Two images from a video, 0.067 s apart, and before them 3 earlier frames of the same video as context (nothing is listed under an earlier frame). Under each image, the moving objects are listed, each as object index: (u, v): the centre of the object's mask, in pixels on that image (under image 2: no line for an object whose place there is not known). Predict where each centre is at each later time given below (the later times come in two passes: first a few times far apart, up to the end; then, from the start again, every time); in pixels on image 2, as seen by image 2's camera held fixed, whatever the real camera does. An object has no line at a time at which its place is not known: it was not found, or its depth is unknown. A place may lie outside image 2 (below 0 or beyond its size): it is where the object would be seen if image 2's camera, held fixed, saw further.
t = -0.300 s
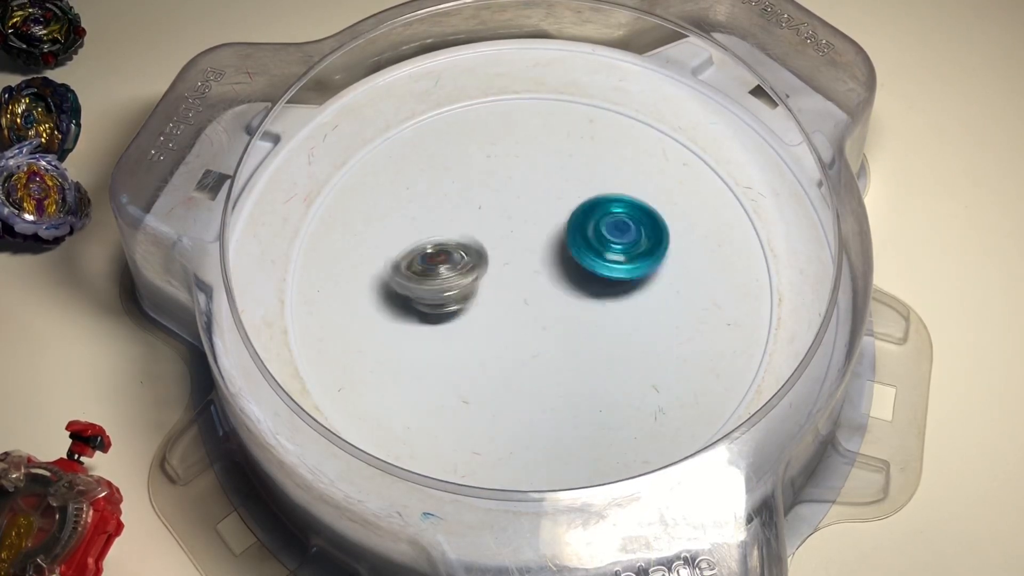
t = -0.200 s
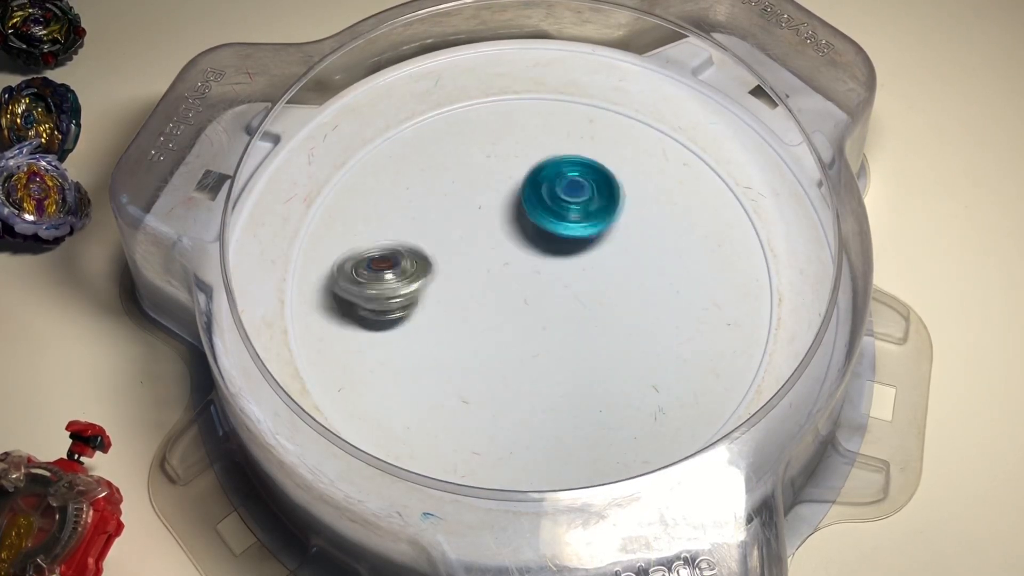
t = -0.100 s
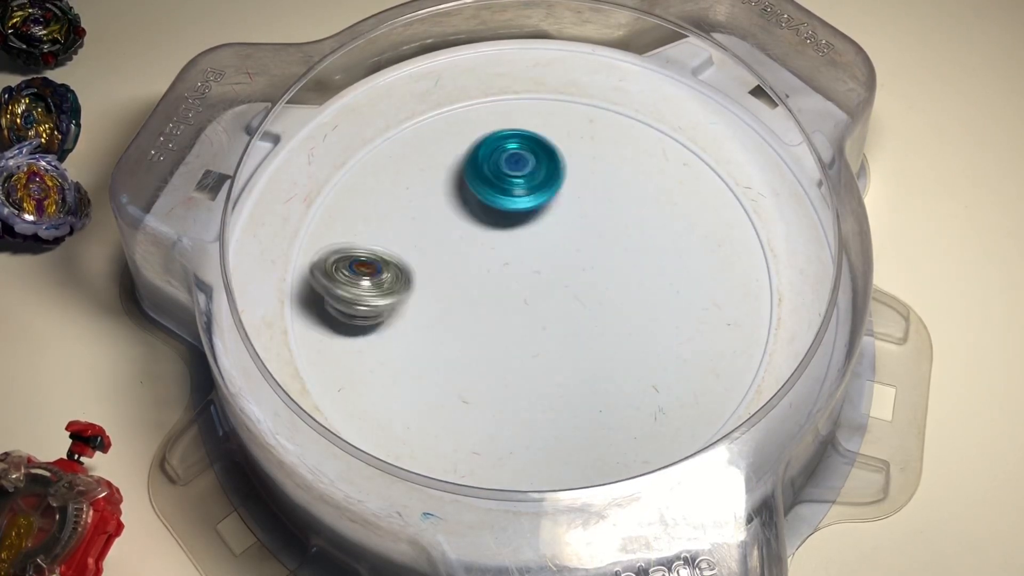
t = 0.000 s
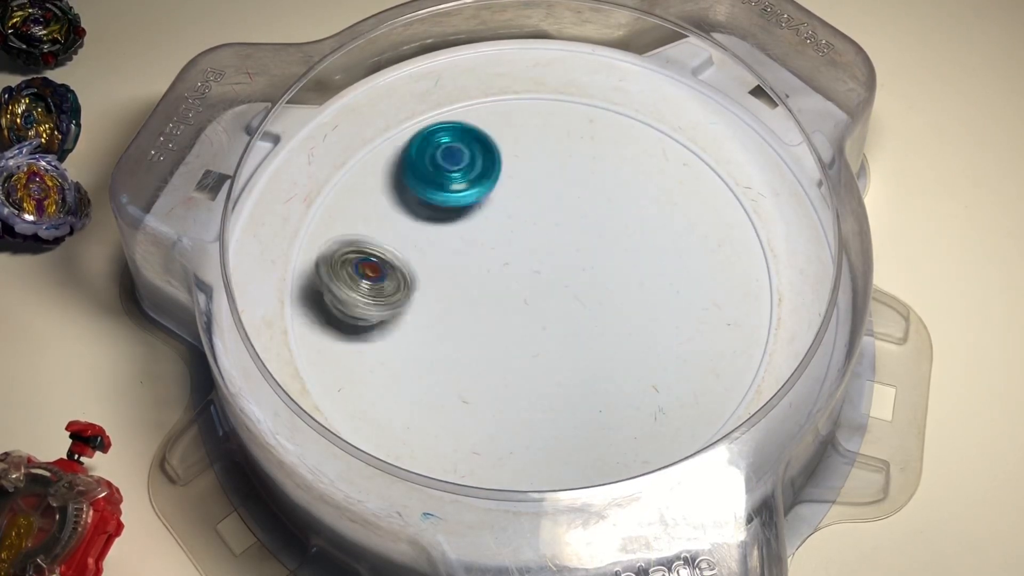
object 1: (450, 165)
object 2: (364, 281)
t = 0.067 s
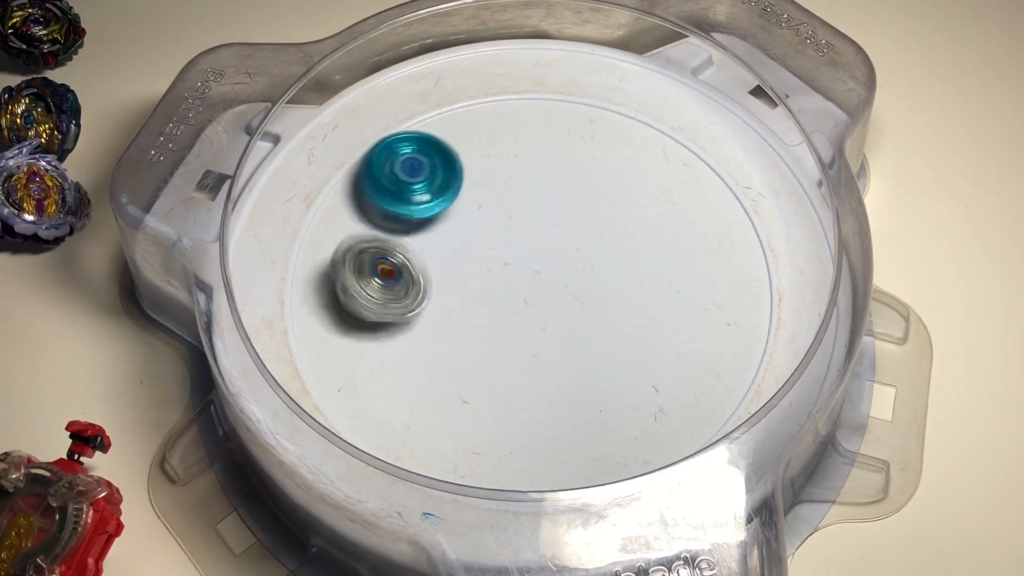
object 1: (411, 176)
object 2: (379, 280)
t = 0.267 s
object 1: (360, 239)
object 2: (464, 307)
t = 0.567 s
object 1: (536, 268)
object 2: (661, 337)
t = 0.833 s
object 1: (614, 154)
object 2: (635, 344)
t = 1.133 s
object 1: (504, 166)
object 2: (520, 269)
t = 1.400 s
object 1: (485, 215)
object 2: (463, 351)
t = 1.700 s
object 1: (649, 274)
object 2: (520, 327)
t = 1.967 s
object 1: (658, 204)
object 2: (530, 314)
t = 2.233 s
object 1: (567, 247)
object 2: (468, 282)
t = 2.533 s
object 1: (586, 293)
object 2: (412, 272)
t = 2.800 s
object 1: (570, 296)
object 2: (441, 293)
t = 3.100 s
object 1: (542, 318)
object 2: (447, 274)
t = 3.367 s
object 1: (549, 284)
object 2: (448, 273)
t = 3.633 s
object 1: (534, 264)
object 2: (443, 275)
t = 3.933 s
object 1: (540, 265)
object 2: (441, 272)
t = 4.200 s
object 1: (570, 265)
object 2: (467, 278)
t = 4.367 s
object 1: (563, 260)
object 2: (477, 302)
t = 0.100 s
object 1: (394, 186)
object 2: (389, 277)
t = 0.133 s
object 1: (383, 190)
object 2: (398, 285)
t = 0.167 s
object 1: (373, 199)
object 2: (411, 291)
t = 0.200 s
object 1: (367, 212)
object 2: (426, 293)
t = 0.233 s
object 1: (363, 230)
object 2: (440, 295)
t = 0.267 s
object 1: (360, 239)
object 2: (464, 307)
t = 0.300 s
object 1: (361, 250)
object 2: (492, 321)
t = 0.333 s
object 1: (371, 264)
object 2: (523, 328)
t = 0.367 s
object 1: (388, 275)
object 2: (554, 332)
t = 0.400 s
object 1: (410, 285)
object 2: (584, 339)
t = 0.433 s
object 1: (436, 290)
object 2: (612, 335)
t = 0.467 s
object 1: (463, 289)
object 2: (632, 338)
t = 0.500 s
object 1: (489, 285)
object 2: (649, 336)
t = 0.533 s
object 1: (513, 278)
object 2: (657, 338)
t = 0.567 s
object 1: (536, 268)
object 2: (661, 337)
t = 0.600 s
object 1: (556, 256)
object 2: (664, 337)
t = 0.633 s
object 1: (571, 243)
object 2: (666, 337)
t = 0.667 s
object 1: (585, 229)
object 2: (665, 339)
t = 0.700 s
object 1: (596, 214)
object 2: (662, 341)
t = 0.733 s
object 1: (605, 200)
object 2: (657, 344)
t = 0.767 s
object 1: (611, 185)
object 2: (650, 345)
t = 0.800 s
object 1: (614, 170)
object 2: (642, 345)
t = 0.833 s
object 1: (614, 154)
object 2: (635, 344)
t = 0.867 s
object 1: (610, 140)
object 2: (628, 341)
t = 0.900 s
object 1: (603, 127)
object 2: (619, 336)
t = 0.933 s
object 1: (590, 118)
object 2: (608, 327)
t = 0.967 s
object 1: (574, 114)
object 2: (595, 318)
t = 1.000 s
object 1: (556, 117)
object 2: (582, 307)
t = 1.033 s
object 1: (539, 126)
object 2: (567, 296)
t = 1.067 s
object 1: (524, 142)
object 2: (551, 282)
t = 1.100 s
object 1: (512, 161)
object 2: (536, 268)
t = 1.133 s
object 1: (504, 166)
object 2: (520, 269)
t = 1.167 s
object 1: (497, 152)
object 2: (505, 294)
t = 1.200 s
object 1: (491, 146)
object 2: (498, 317)
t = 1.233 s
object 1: (485, 146)
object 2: (483, 332)
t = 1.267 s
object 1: (478, 154)
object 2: (474, 343)
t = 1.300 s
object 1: (472, 167)
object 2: (470, 348)
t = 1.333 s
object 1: (471, 182)
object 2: (465, 353)
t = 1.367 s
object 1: (476, 198)
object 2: (461, 353)
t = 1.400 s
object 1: (485, 215)
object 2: (463, 351)
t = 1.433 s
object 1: (497, 232)
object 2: (471, 350)
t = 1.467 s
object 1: (514, 246)
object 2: (479, 350)
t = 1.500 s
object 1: (532, 258)
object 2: (489, 348)
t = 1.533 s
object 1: (552, 267)
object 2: (495, 345)
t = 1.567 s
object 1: (572, 273)
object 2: (501, 340)
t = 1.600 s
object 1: (592, 277)
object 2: (505, 334)
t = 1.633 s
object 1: (612, 278)
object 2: (511, 332)
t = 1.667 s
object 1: (631, 276)
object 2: (514, 331)
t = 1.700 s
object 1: (649, 274)
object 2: (520, 327)
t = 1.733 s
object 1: (664, 268)
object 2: (525, 327)
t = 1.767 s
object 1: (679, 261)
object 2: (528, 325)
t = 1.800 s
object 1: (690, 251)
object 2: (529, 323)
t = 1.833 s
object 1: (696, 239)
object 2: (528, 322)
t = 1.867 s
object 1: (696, 227)
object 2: (527, 321)
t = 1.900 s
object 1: (689, 216)
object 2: (527, 319)
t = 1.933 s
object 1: (676, 208)
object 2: (528, 315)
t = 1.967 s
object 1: (658, 204)
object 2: (530, 314)
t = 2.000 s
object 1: (637, 205)
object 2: (532, 311)
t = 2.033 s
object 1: (614, 211)
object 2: (533, 308)
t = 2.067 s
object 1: (593, 219)
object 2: (534, 303)
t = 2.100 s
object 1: (577, 229)
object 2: (532, 300)
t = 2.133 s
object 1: (571, 232)
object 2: (514, 300)
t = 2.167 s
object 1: (570, 236)
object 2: (498, 294)
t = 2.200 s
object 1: (568, 241)
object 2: (482, 288)
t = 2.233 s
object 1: (567, 247)
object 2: (468, 282)
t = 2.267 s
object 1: (567, 253)
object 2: (452, 278)
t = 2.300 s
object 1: (569, 260)
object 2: (440, 273)
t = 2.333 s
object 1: (570, 266)
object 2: (429, 271)
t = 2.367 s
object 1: (573, 272)
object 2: (418, 269)
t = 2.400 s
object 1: (576, 278)
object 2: (410, 270)
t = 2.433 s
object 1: (579, 283)
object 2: (406, 271)
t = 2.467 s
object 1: (582, 286)
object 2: (405, 271)
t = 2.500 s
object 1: (585, 290)
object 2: (407, 271)
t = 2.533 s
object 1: (586, 293)
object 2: (412, 272)
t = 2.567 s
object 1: (588, 295)
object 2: (417, 275)
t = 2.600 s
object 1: (589, 296)
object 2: (423, 280)
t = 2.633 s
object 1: (589, 297)
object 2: (428, 285)
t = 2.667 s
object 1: (587, 297)
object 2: (432, 291)
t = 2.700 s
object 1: (585, 296)
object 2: (435, 295)
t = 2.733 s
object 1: (581, 296)
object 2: (436, 297)
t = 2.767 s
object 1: (576, 296)
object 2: (438, 296)
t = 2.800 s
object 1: (570, 296)
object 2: (441, 293)
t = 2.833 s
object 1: (565, 296)
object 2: (443, 289)
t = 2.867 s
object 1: (558, 296)
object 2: (445, 284)
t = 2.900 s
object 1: (550, 297)
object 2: (446, 279)
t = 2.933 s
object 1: (543, 300)
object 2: (446, 275)
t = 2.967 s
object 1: (536, 303)
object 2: (444, 272)
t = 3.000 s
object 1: (531, 306)
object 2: (443, 271)
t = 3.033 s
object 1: (532, 312)
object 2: (443, 272)
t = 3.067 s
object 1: (536, 316)
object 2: (445, 273)
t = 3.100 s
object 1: (542, 318)
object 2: (447, 274)
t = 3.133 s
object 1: (547, 319)
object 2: (447, 275)
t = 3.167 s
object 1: (552, 317)
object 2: (447, 274)
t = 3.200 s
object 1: (555, 314)
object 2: (447, 272)
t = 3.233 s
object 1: (557, 310)
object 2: (447, 272)
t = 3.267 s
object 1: (559, 303)
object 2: (447, 274)
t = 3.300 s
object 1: (558, 297)
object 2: (448, 274)
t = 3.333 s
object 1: (554, 290)
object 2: (448, 274)
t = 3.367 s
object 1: (549, 284)
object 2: (448, 273)
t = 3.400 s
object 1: (542, 278)
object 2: (447, 272)
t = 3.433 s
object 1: (535, 273)
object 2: (446, 273)
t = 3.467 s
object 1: (530, 271)
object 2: (443, 273)
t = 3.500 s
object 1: (530, 270)
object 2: (440, 273)
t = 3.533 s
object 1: (532, 269)
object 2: (440, 272)
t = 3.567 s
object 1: (533, 267)
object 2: (441, 274)
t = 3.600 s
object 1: (533, 266)
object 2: (442, 275)
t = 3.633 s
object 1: (534, 264)
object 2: (443, 275)
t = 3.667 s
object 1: (535, 263)
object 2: (444, 276)
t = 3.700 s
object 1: (534, 262)
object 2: (444, 276)
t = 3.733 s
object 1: (534, 261)
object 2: (444, 276)
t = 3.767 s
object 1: (534, 260)
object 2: (444, 276)
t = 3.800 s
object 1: (533, 259)
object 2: (444, 275)
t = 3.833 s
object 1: (532, 260)
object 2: (444, 274)
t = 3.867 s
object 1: (532, 260)
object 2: (443, 274)
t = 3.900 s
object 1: (535, 262)
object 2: (442, 274)
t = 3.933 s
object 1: (540, 265)
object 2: (441, 272)
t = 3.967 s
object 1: (544, 267)
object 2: (442, 271)
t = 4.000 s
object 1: (548, 268)
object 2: (446, 272)
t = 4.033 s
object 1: (555, 268)
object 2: (446, 273)
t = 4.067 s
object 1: (559, 268)
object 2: (448, 272)
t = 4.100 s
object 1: (563, 268)
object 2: (451, 273)
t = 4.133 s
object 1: (566, 267)
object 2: (455, 274)
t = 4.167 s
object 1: (569, 266)
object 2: (461, 274)
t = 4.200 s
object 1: (570, 265)
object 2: (467, 278)
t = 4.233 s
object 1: (570, 264)
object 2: (472, 283)
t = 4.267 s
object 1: (570, 262)
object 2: (477, 289)
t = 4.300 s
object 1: (570, 261)
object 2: (479, 295)
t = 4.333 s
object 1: (567, 260)
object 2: (478, 300)
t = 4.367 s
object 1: (563, 260)
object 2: (477, 302)
